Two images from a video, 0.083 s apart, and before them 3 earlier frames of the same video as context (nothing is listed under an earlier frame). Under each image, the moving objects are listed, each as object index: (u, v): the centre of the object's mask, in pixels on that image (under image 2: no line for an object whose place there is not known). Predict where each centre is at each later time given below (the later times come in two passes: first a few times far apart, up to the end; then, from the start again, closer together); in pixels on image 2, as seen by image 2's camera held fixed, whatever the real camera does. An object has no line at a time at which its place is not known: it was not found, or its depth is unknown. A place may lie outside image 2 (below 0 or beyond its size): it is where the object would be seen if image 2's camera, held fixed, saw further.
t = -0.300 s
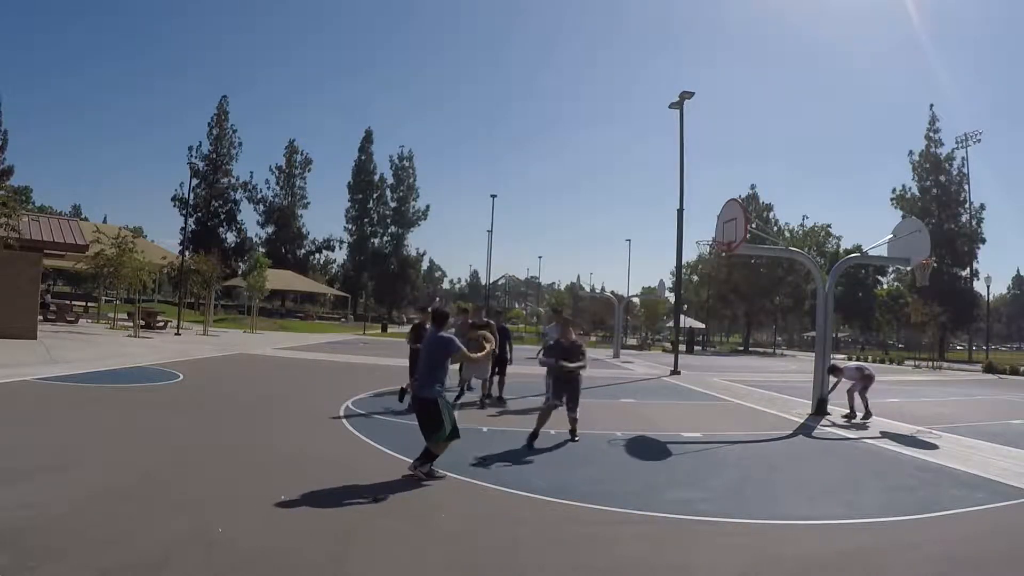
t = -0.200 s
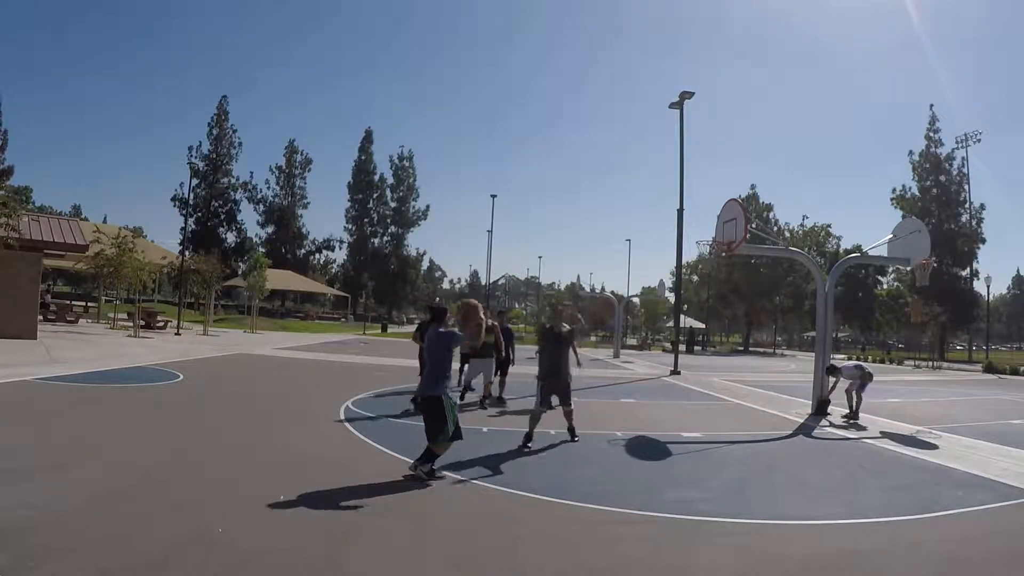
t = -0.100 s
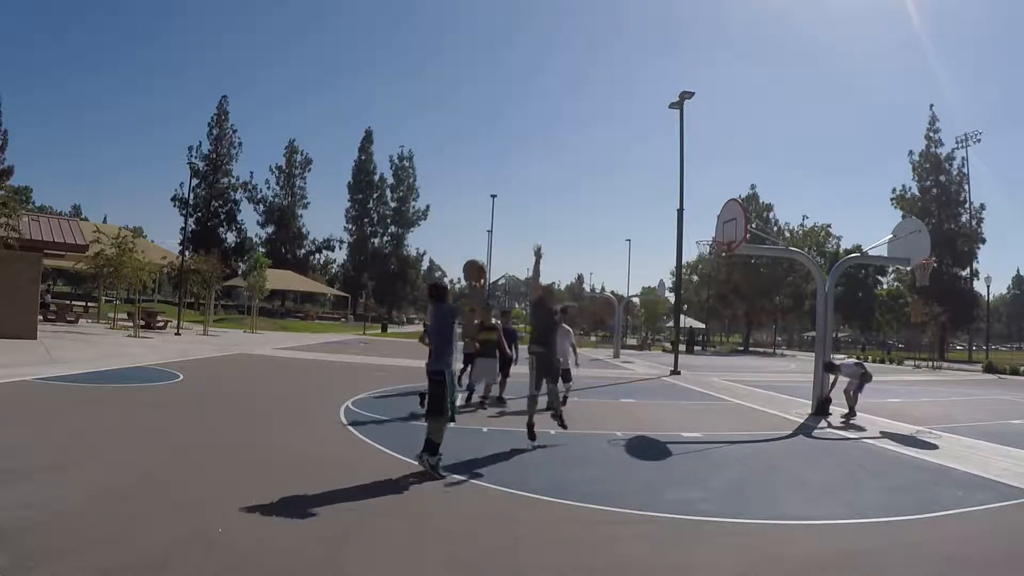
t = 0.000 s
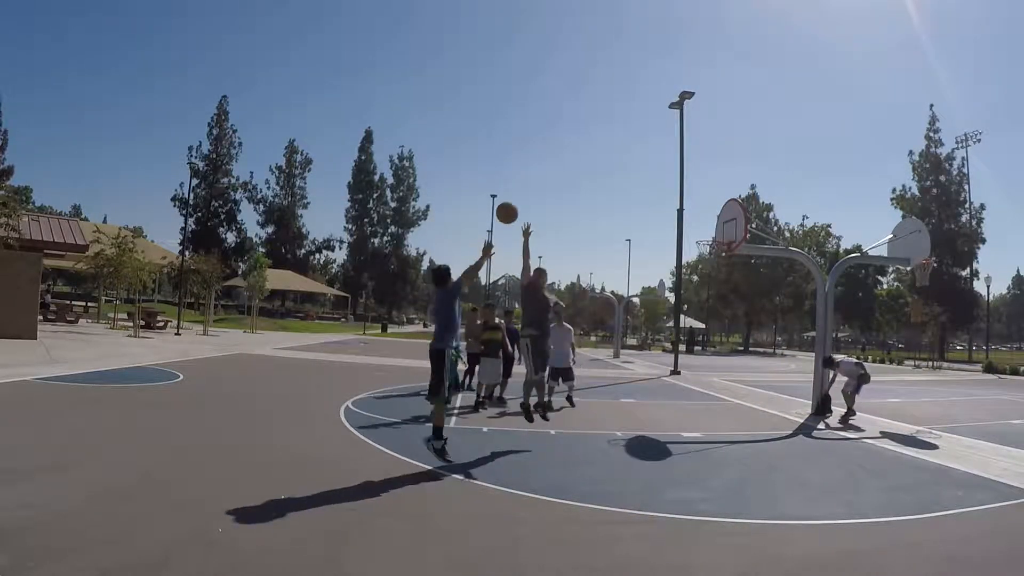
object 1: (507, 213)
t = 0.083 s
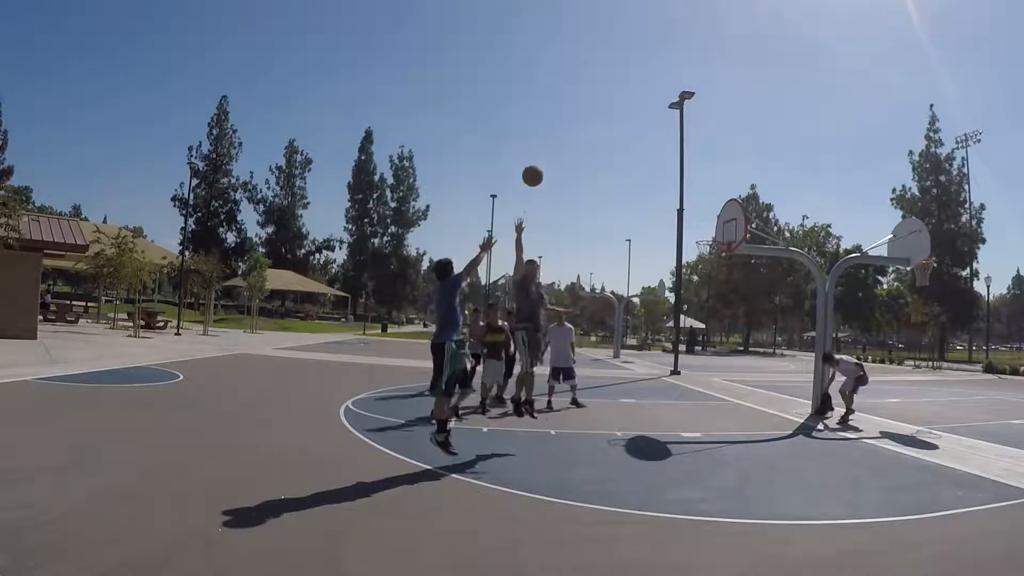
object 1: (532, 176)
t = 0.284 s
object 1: (582, 125)
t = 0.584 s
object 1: (636, 115)
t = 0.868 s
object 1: (673, 156)
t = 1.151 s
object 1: (703, 232)
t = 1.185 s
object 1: (705, 243)
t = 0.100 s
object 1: (537, 170)
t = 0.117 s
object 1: (542, 164)
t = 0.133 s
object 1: (546, 159)
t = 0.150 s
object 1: (551, 154)
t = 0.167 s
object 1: (555, 149)
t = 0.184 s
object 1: (559, 145)
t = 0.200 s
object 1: (563, 141)
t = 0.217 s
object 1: (567, 137)
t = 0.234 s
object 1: (571, 134)
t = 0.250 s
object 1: (575, 130)
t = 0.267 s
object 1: (578, 128)
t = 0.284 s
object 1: (582, 125)
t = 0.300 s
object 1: (585, 123)
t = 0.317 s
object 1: (589, 120)
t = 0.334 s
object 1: (592, 119)
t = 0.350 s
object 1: (595, 117)
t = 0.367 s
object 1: (598, 116)
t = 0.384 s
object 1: (602, 115)
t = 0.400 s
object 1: (605, 113)
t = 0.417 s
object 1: (608, 113)
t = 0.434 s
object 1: (611, 112)
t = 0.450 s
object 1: (614, 112)
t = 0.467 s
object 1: (617, 112)
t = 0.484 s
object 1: (620, 112)
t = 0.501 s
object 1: (623, 112)
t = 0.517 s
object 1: (626, 112)
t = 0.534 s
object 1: (628, 113)
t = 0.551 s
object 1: (631, 113)
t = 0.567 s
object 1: (633, 114)
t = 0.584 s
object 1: (636, 115)
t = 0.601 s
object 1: (638, 116)
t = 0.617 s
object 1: (641, 118)
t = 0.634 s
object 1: (643, 119)
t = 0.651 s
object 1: (646, 121)
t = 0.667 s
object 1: (648, 123)
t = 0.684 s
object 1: (651, 125)
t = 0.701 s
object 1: (653, 127)
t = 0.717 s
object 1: (655, 129)
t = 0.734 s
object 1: (657, 132)
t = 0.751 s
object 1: (659, 134)
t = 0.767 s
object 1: (661, 137)
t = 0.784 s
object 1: (664, 140)
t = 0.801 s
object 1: (666, 143)
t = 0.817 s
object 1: (668, 146)
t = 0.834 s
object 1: (669, 149)
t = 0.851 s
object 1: (671, 152)
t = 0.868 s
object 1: (673, 156)
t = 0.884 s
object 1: (675, 159)
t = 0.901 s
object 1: (676, 163)
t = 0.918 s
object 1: (679, 167)
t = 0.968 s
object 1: (685, 179)
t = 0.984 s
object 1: (688, 183)
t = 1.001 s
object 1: (689, 188)
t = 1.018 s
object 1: (690, 192)
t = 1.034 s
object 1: (692, 197)
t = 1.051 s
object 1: (693, 202)
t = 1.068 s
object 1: (695, 206)
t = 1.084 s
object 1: (697, 211)
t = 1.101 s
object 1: (698, 216)
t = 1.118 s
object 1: (700, 222)
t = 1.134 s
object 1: (701, 227)
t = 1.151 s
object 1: (703, 232)
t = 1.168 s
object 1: (704, 238)
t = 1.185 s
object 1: (705, 243)
